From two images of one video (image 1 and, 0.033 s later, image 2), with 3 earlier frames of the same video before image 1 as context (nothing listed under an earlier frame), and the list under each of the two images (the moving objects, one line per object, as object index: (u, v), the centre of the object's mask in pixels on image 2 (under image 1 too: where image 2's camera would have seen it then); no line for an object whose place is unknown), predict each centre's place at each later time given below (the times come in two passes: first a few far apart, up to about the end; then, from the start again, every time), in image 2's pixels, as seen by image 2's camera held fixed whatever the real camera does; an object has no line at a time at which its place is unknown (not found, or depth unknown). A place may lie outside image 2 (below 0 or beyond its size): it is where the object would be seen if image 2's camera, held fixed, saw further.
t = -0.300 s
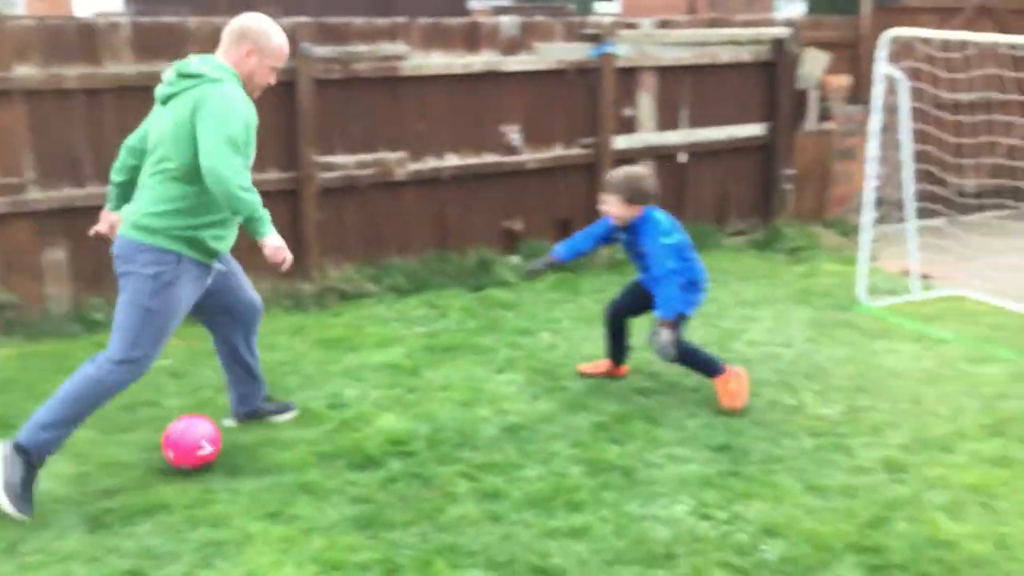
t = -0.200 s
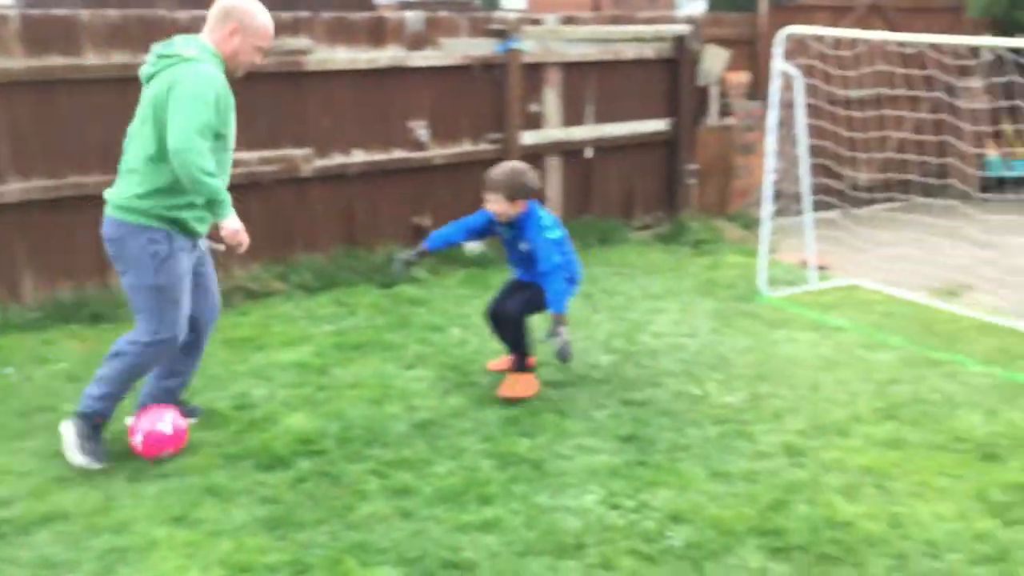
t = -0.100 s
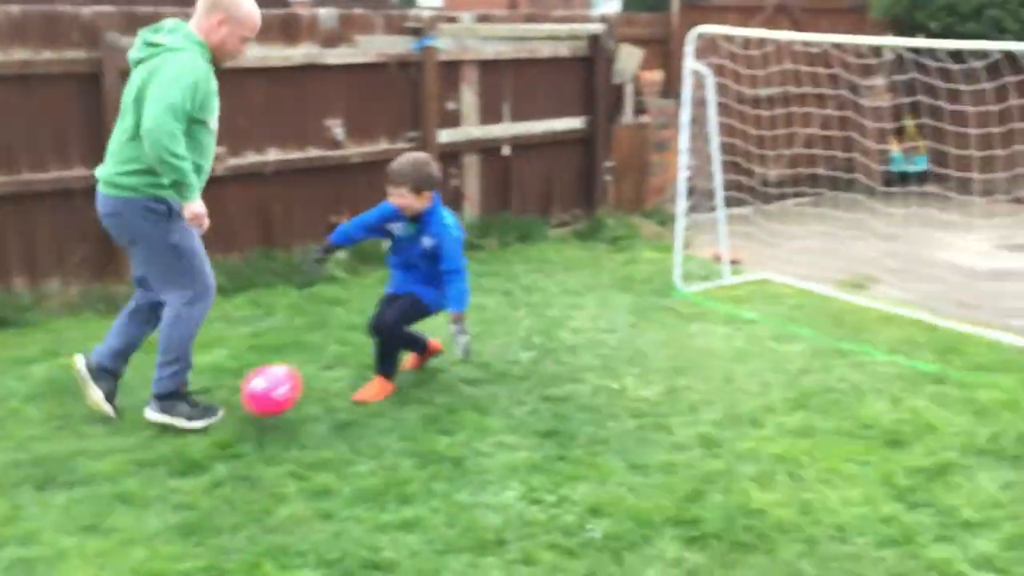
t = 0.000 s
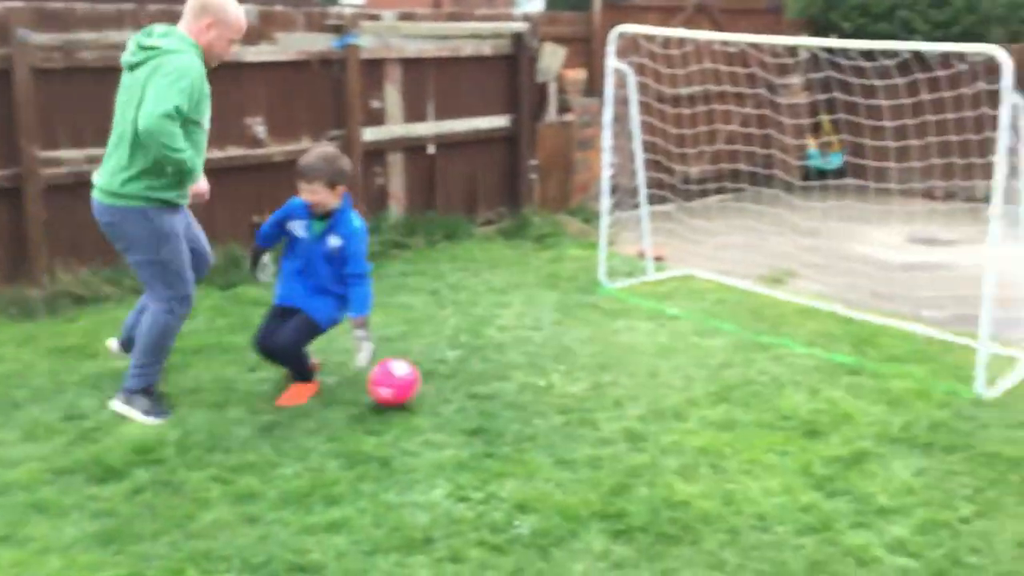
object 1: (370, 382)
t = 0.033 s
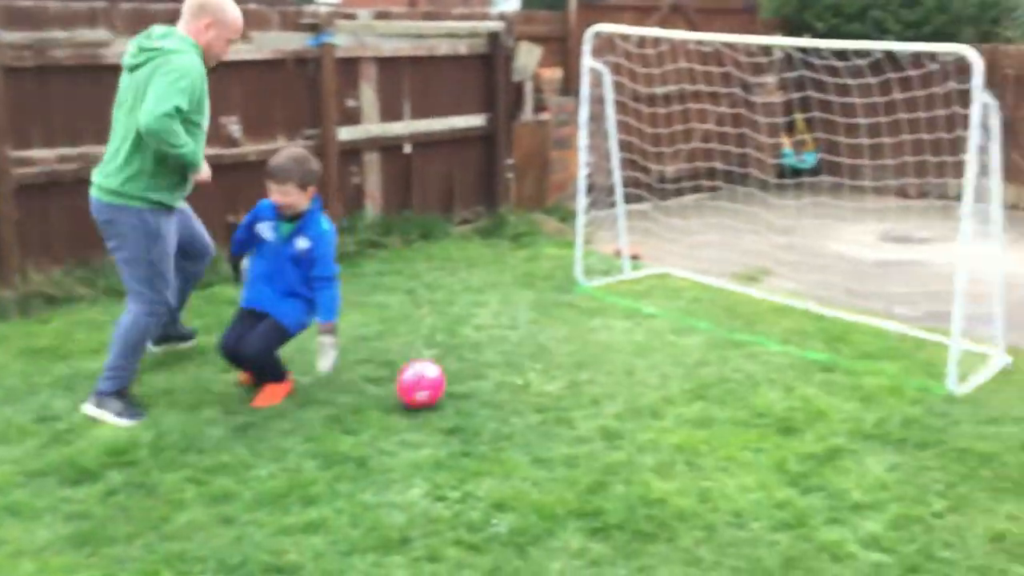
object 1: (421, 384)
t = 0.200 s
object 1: (576, 340)
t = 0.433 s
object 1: (761, 352)
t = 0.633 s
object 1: (894, 351)
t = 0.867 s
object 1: (1000, 322)
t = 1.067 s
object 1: (976, 305)
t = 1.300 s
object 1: (940, 344)
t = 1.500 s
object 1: (940, 352)
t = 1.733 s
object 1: (945, 356)
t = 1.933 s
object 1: (944, 356)
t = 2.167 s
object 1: (944, 356)
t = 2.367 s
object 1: (945, 355)
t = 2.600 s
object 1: (946, 355)
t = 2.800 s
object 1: (947, 355)
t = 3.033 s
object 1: (947, 354)
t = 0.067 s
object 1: (454, 369)
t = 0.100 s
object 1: (486, 358)
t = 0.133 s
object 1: (517, 350)
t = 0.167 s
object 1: (547, 344)
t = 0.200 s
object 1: (576, 340)
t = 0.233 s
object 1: (605, 339)
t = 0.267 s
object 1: (634, 341)
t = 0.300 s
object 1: (661, 346)
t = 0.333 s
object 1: (687, 353)
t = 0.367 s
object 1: (711, 362)
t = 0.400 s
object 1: (736, 360)
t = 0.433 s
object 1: (761, 352)
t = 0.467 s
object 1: (784, 347)
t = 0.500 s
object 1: (807, 345)
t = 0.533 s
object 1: (829, 345)
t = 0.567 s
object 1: (851, 347)
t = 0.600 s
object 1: (873, 350)
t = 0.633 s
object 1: (894, 351)
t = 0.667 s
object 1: (912, 346)
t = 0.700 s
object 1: (929, 339)
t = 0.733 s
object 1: (949, 334)
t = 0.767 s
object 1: (972, 333)
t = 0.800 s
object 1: (985, 333)
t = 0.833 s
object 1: (998, 333)
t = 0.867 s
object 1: (1000, 322)
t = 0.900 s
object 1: (994, 314)
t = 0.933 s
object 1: (991, 308)
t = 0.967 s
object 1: (986, 305)
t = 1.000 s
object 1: (978, 304)
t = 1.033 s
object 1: (977, 303)
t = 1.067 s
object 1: (976, 305)
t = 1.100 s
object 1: (973, 311)
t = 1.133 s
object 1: (961, 317)
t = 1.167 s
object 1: (954, 325)
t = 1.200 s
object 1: (945, 338)
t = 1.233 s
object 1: (939, 348)
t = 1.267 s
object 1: (940, 346)
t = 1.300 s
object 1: (940, 344)
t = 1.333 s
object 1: (940, 344)
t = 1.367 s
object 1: (940, 344)
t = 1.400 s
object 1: (935, 348)
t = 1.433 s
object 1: (939, 353)
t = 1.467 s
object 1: (940, 352)
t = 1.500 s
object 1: (940, 352)
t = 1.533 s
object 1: (941, 354)
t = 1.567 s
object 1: (942, 355)
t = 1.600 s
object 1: (943, 354)
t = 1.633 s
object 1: (943, 355)
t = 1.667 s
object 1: (945, 356)
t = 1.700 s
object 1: (945, 356)
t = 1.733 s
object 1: (945, 356)
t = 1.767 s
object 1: (945, 356)
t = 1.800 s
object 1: (945, 356)
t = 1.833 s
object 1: (945, 356)
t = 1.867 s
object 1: (944, 357)
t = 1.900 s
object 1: (944, 356)
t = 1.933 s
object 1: (944, 356)
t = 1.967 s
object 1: (944, 356)
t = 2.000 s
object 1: (943, 356)
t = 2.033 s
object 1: (944, 355)
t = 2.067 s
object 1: (944, 356)
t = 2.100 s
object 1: (943, 356)
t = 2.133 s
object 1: (944, 356)
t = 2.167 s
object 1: (944, 356)
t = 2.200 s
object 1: (944, 356)
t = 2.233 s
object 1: (945, 356)
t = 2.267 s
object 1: (944, 356)
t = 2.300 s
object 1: (945, 355)
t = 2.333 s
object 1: (944, 356)
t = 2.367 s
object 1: (945, 355)
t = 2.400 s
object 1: (945, 356)
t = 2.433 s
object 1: (945, 356)
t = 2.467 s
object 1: (946, 355)
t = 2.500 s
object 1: (945, 355)
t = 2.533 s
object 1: (945, 355)
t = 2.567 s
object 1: (946, 355)
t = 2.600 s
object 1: (946, 355)
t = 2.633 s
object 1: (946, 355)
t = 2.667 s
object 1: (946, 355)
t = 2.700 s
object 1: (946, 355)
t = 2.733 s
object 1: (947, 355)
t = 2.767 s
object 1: (947, 355)
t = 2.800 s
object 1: (947, 355)
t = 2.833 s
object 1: (947, 355)
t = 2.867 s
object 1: (947, 355)
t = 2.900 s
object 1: (947, 355)
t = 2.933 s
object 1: (947, 355)
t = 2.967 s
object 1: (947, 355)
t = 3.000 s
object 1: (947, 355)
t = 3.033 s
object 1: (947, 354)
